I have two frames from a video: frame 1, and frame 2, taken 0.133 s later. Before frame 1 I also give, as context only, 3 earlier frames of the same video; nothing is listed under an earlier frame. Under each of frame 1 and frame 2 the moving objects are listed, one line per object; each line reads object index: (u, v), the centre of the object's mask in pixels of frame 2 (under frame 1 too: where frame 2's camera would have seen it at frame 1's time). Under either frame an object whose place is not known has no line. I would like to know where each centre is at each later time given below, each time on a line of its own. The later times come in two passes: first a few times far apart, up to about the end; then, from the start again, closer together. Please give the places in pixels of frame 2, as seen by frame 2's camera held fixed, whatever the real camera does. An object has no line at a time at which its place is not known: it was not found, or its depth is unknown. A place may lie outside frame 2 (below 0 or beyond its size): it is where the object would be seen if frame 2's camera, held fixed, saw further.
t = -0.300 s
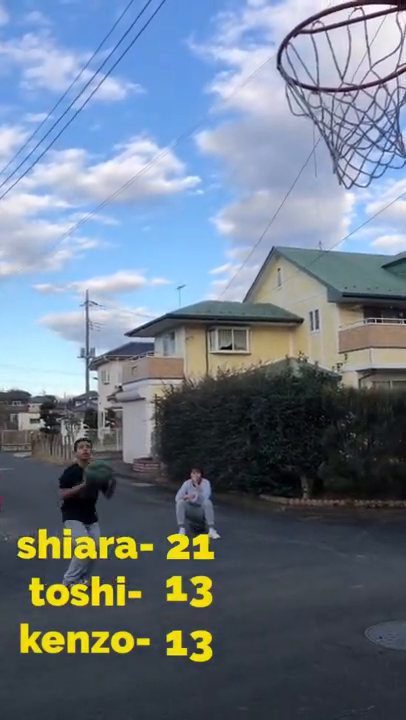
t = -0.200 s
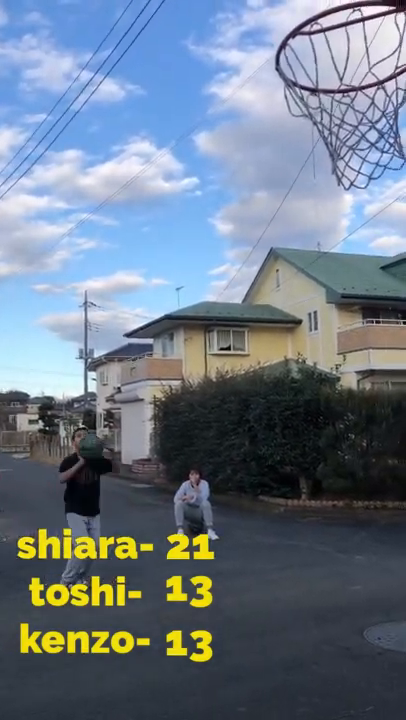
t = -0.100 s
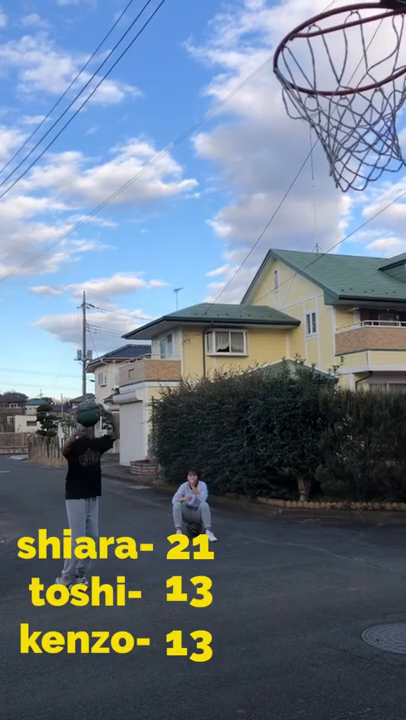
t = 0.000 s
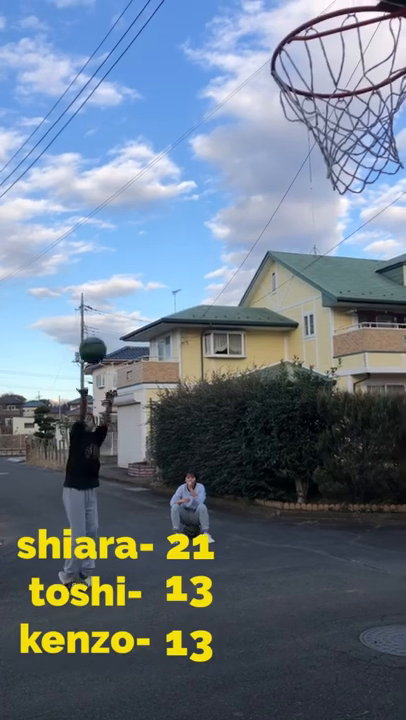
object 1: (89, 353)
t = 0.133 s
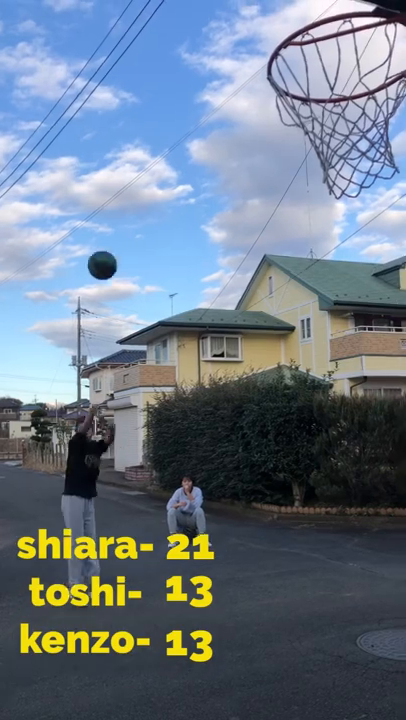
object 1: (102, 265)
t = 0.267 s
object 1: (117, 185)
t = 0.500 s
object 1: (152, 74)
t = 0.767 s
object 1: (214, 10)
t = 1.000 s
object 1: (303, 47)
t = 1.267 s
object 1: (388, 129)
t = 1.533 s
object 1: (438, 270)
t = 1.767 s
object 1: (471, 456)
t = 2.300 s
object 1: (530, 398)
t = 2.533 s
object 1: (553, 337)
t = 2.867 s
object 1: (593, 367)
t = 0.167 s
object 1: (105, 244)
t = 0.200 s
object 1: (109, 224)
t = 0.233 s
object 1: (113, 204)
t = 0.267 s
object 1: (117, 185)
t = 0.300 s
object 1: (121, 167)
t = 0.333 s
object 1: (126, 149)
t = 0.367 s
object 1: (131, 132)
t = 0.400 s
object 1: (136, 116)
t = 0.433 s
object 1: (141, 102)
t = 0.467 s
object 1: (146, 87)
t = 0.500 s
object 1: (152, 74)
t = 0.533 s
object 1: (158, 62)
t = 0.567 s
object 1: (165, 50)
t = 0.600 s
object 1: (172, 41)
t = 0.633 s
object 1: (179, 32)
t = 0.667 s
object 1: (187, 24)
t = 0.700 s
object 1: (195, 17)
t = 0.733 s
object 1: (204, 13)
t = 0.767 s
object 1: (214, 10)
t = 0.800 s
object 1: (224, 8)
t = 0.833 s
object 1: (234, 8)
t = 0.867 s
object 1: (246, 10)
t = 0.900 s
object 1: (259, 15)
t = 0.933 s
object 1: (271, 22)
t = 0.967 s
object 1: (287, 32)
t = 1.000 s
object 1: (303, 47)
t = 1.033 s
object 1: (320, 65)
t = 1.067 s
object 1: (340, 87)
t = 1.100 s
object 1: (350, 92)
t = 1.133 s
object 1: (357, 95)
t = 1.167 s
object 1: (366, 101)
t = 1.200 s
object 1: (373, 108)
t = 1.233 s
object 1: (381, 118)
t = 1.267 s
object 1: (388, 129)
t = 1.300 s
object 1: (394, 142)
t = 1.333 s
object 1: (401, 155)
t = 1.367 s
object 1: (408, 171)
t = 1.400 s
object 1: (414, 189)
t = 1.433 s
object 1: (421, 207)
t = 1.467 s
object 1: (427, 226)
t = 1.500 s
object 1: (433, 248)
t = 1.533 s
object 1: (438, 270)
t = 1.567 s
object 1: (443, 293)
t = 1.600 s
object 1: (447, 317)
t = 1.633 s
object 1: (452, 343)
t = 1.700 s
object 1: (462, 395)
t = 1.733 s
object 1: (466, 426)
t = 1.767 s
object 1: (471, 456)
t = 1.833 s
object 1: (483, 517)
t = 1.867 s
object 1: (491, 552)
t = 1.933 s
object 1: (501, 619)
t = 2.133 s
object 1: (519, 498)
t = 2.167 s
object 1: (523, 473)
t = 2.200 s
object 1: (523, 452)
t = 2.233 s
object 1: (528, 430)
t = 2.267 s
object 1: (527, 413)
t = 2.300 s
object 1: (530, 398)
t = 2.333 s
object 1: (533, 383)
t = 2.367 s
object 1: (535, 372)
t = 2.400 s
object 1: (538, 362)
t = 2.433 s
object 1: (544, 353)
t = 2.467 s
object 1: (547, 347)
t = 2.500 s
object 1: (549, 341)
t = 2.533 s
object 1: (553, 337)
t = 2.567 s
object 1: (556, 333)
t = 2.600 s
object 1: (560, 332)
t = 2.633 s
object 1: (563, 332)
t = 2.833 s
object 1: (588, 359)
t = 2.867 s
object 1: (593, 367)
